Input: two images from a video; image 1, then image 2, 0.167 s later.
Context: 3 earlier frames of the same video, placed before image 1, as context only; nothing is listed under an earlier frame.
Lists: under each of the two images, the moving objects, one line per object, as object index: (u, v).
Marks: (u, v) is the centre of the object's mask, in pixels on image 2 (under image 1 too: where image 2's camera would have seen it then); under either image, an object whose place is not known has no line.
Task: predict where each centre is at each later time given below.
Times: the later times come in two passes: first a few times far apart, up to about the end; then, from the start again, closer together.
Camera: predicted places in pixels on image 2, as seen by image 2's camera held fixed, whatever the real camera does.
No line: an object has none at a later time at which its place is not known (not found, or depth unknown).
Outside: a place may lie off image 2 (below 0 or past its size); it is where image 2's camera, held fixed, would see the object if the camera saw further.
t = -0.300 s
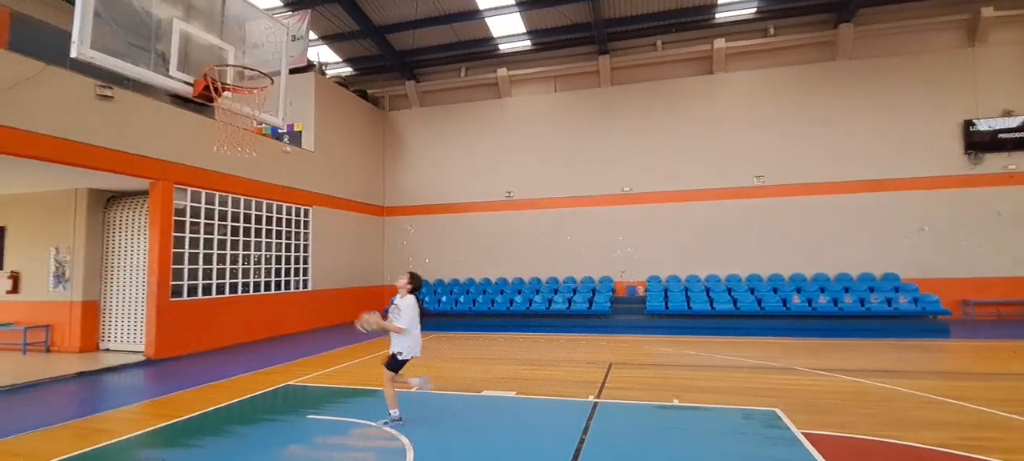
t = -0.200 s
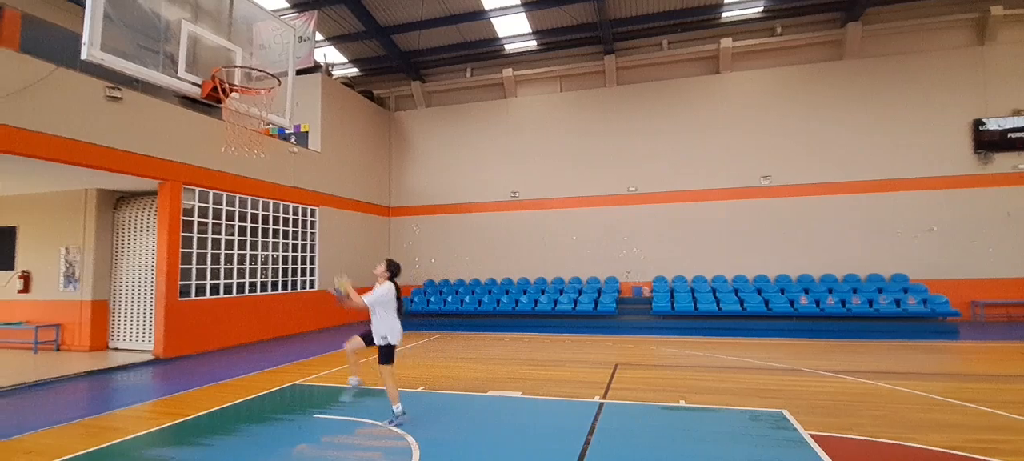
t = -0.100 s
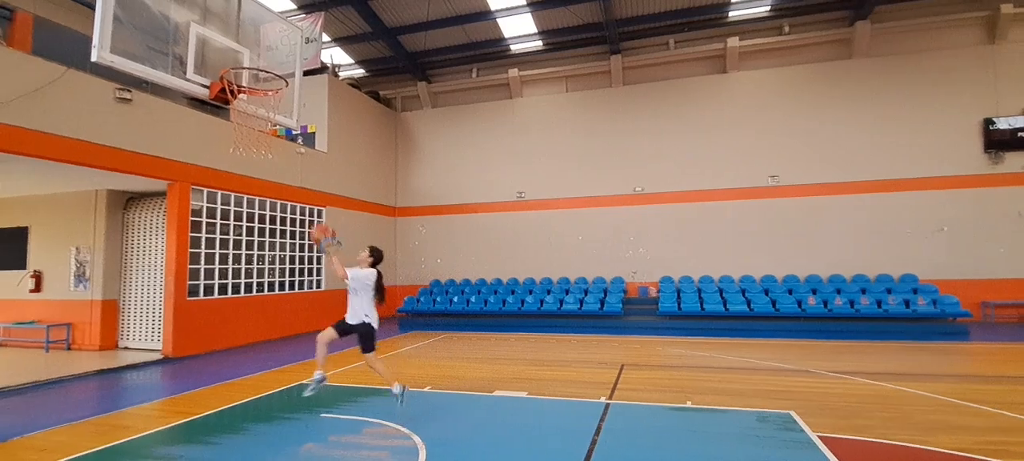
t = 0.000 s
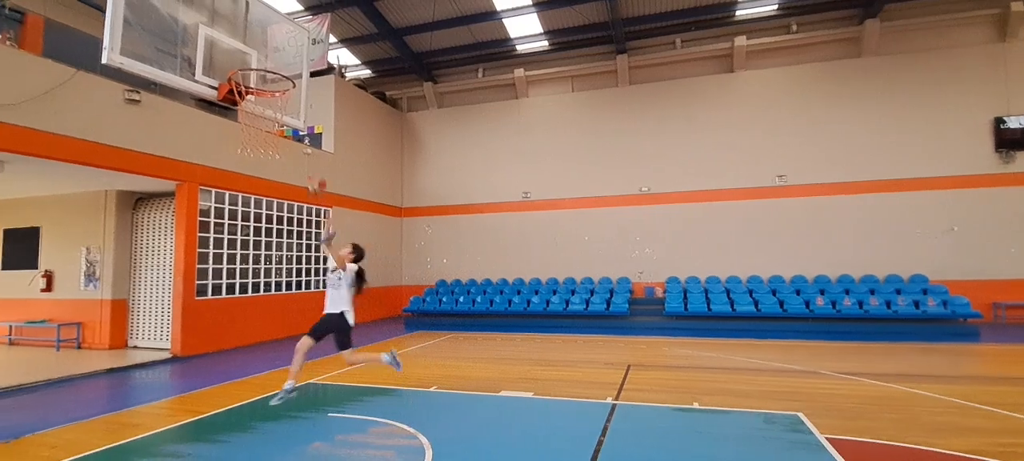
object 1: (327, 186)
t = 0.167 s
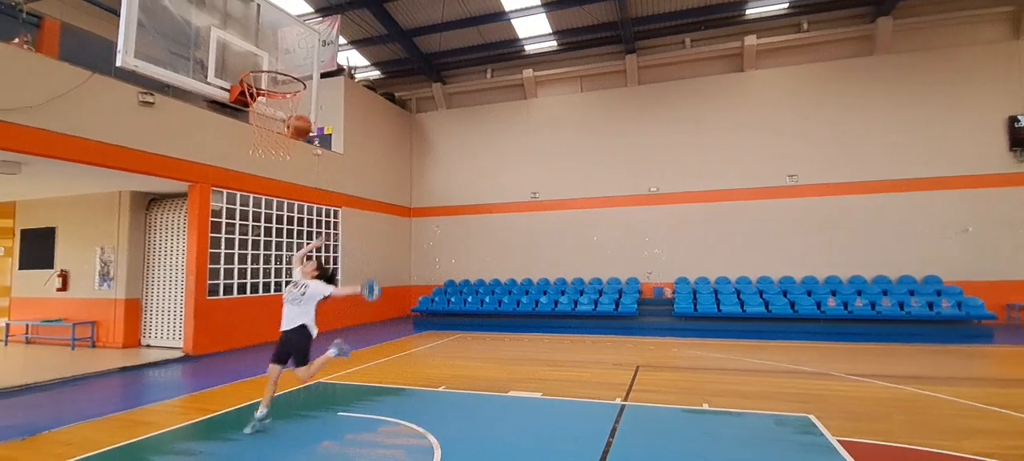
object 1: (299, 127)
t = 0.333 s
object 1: (317, 122)
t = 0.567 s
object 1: (347, 173)
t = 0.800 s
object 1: (382, 311)
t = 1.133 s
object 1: (423, 366)
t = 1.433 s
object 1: (437, 242)
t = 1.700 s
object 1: (452, 248)
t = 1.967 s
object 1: (468, 387)
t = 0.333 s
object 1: (317, 122)
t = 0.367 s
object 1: (322, 125)
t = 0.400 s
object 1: (326, 129)
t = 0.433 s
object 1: (329, 135)
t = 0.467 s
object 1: (334, 142)
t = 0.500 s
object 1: (338, 151)
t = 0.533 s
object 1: (342, 161)
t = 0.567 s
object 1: (347, 173)
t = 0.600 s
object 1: (352, 187)
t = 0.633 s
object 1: (355, 203)
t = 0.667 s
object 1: (361, 220)
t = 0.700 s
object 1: (366, 243)
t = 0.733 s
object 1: (372, 264)
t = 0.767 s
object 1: (375, 281)
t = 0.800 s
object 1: (382, 311)
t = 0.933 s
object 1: (408, 445)
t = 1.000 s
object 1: (416, 453)
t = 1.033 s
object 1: (417, 435)
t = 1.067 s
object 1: (419, 410)
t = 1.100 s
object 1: (421, 388)
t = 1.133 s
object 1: (423, 366)
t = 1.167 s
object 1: (425, 344)
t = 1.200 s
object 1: (426, 325)
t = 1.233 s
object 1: (428, 309)
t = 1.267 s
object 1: (429, 296)
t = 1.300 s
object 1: (431, 282)
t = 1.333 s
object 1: (432, 269)
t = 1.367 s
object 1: (434, 259)
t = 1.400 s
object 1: (436, 250)
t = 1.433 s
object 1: (437, 242)
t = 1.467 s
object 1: (439, 237)
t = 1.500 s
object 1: (441, 234)
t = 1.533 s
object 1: (442, 231)
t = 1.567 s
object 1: (444, 231)
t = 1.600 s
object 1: (446, 232)
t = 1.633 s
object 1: (448, 236)
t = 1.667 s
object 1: (450, 241)
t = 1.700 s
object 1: (452, 248)
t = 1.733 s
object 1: (454, 257)
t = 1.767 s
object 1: (456, 268)
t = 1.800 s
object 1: (458, 281)
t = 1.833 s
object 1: (459, 298)
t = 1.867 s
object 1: (462, 314)
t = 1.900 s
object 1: (463, 335)
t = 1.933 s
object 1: (465, 360)
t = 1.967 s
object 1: (468, 387)
